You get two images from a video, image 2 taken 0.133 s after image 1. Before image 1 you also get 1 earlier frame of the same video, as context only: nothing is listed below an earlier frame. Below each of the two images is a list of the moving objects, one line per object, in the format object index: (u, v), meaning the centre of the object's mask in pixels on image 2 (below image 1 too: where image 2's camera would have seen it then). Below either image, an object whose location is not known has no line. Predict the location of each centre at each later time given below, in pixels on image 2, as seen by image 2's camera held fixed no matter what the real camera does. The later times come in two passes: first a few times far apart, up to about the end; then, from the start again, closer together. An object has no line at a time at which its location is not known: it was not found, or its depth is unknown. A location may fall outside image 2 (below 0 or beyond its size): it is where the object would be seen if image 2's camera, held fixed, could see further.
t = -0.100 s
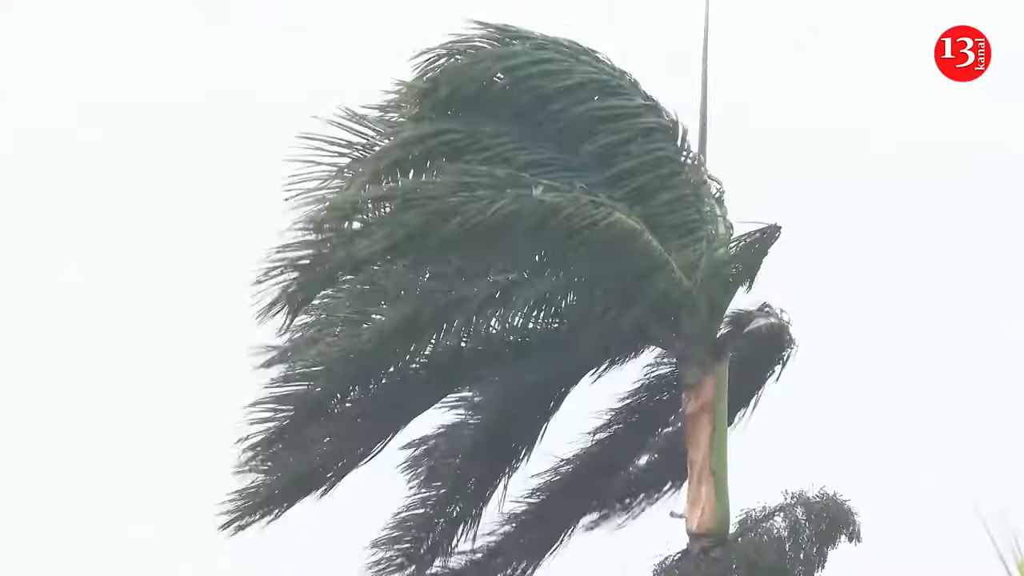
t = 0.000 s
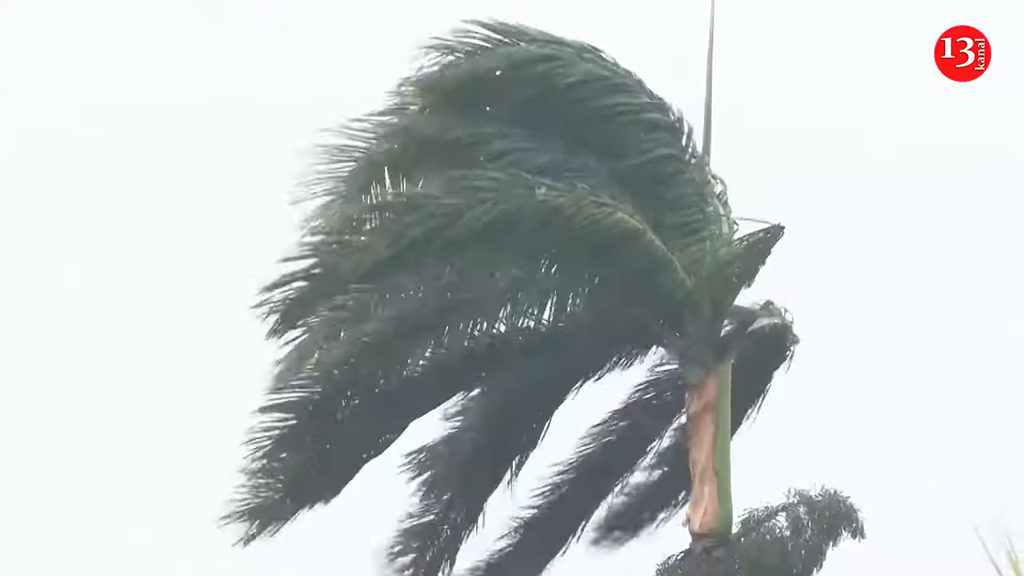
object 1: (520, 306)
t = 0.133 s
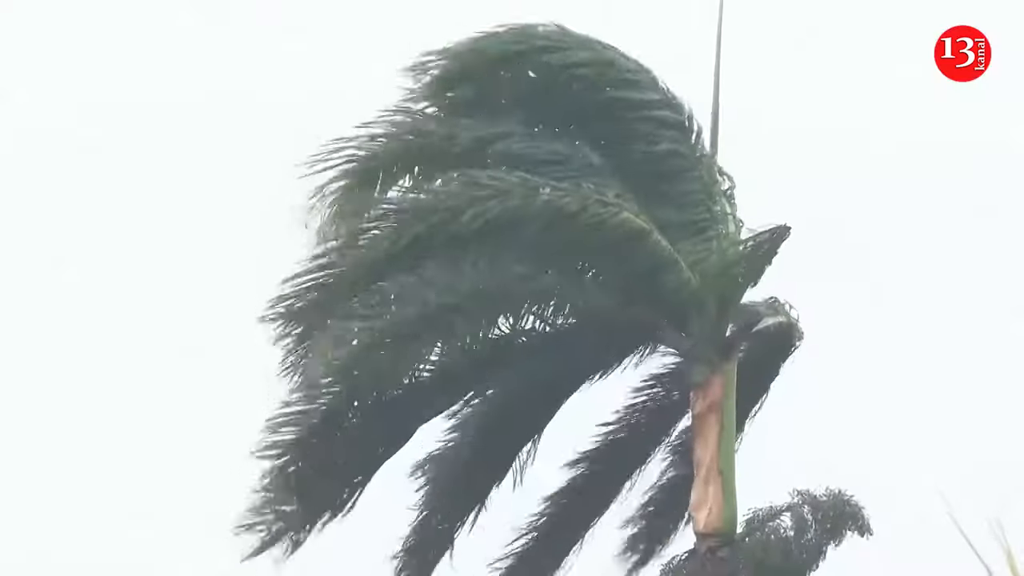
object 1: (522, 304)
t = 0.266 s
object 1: (521, 301)
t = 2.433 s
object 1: (555, 286)
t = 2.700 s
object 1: (542, 280)
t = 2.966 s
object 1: (527, 283)
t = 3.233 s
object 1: (519, 291)
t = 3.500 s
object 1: (533, 296)
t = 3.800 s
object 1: (539, 302)
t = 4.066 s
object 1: (543, 303)
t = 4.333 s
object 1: (538, 305)
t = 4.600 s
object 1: (530, 301)
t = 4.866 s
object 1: (529, 302)
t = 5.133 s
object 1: (531, 299)
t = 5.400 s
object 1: (531, 298)
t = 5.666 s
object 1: (529, 291)
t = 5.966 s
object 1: (533, 289)
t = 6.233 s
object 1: (542, 277)
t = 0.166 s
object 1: (522, 304)
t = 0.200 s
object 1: (523, 303)
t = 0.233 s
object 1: (521, 302)
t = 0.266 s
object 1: (521, 301)
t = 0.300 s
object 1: (521, 299)
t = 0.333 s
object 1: (522, 295)
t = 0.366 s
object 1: (522, 293)
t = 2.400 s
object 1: (557, 288)
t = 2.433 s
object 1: (555, 286)
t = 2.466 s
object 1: (555, 286)
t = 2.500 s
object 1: (554, 286)
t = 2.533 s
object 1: (551, 285)
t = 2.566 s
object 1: (550, 284)
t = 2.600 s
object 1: (548, 283)
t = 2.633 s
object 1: (545, 282)
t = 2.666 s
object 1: (544, 281)
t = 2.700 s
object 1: (542, 280)
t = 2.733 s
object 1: (540, 279)
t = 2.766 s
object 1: (539, 279)
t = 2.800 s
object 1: (536, 281)
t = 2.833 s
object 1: (534, 280)
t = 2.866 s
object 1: (533, 280)
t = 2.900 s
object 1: (531, 281)
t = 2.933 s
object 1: (529, 283)
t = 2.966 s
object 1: (527, 283)
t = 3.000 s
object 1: (525, 284)
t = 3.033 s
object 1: (524, 285)
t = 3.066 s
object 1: (523, 285)
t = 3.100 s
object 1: (523, 287)
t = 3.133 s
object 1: (521, 289)
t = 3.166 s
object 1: (520, 289)
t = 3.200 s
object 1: (519, 290)
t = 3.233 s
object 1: (519, 291)
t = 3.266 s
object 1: (519, 291)
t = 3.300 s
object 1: (524, 289)
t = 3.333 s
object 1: (527, 289)
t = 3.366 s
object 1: (527, 292)
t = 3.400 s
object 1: (529, 294)
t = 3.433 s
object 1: (530, 296)
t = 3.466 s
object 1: (531, 296)
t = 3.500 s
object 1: (533, 296)
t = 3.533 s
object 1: (535, 296)
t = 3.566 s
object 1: (536, 297)
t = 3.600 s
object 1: (538, 298)
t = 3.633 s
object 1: (539, 297)
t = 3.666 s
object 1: (539, 298)
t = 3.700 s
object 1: (539, 299)
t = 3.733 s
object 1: (540, 301)
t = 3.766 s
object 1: (539, 302)
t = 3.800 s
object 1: (539, 302)
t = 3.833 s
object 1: (539, 303)
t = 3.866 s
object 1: (540, 303)
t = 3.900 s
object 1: (541, 304)
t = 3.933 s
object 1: (542, 304)
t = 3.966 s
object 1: (543, 304)
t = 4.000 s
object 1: (543, 304)
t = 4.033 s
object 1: (543, 304)
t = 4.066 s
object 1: (543, 303)
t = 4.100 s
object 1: (542, 304)
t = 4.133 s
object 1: (540, 303)
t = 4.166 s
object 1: (539, 303)
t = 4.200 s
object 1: (538, 302)
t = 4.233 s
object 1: (538, 303)
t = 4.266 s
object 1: (538, 303)
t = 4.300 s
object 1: (538, 303)
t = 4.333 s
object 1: (538, 305)
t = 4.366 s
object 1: (538, 305)
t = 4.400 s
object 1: (537, 305)
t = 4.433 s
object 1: (536, 303)
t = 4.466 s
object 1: (535, 303)
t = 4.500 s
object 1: (534, 302)
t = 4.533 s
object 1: (532, 302)
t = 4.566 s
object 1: (532, 301)
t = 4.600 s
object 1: (530, 301)
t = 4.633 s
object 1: (529, 300)
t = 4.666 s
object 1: (528, 300)
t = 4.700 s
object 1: (528, 301)
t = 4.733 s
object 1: (528, 302)
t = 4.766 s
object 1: (528, 302)
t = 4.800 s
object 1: (529, 302)
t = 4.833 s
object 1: (529, 302)
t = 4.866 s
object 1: (529, 302)
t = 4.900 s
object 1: (531, 306)
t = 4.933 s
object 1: (531, 304)
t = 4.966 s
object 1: (531, 304)
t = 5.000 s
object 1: (531, 304)
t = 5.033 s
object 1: (532, 304)
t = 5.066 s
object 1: (530, 298)
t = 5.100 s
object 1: (530, 299)
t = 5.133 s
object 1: (531, 299)
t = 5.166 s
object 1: (532, 306)
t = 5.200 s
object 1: (531, 300)
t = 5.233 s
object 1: (531, 299)
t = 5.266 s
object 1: (531, 299)
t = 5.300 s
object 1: (531, 299)
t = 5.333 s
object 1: (531, 298)
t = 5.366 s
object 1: (530, 298)
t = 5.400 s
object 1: (531, 298)
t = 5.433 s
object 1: (531, 298)
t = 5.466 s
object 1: (530, 298)
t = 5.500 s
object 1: (530, 298)
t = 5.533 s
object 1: (529, 295)
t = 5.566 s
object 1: (529, 294)
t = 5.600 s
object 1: (530, 293)
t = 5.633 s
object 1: (529, 292)
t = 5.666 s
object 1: (529, 291)
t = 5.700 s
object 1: (528, 290)
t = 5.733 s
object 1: (528, 291)
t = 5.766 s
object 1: (528, 291)
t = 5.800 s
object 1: (528, 292)
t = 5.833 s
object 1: (529, 291)
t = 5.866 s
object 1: (531, 290)
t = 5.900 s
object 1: (531, 290)
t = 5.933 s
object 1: (532, 289)
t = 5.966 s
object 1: (533, 289)
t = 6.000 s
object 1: (534, 288)
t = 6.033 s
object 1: (539, 284)
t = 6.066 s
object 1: (540, 284)
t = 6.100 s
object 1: (541, 282)
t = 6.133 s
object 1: (542, 280)
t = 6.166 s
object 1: (542, 279)
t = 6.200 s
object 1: (542, 278)
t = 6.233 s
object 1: (542, 277)
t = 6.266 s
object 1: (542, 276)
